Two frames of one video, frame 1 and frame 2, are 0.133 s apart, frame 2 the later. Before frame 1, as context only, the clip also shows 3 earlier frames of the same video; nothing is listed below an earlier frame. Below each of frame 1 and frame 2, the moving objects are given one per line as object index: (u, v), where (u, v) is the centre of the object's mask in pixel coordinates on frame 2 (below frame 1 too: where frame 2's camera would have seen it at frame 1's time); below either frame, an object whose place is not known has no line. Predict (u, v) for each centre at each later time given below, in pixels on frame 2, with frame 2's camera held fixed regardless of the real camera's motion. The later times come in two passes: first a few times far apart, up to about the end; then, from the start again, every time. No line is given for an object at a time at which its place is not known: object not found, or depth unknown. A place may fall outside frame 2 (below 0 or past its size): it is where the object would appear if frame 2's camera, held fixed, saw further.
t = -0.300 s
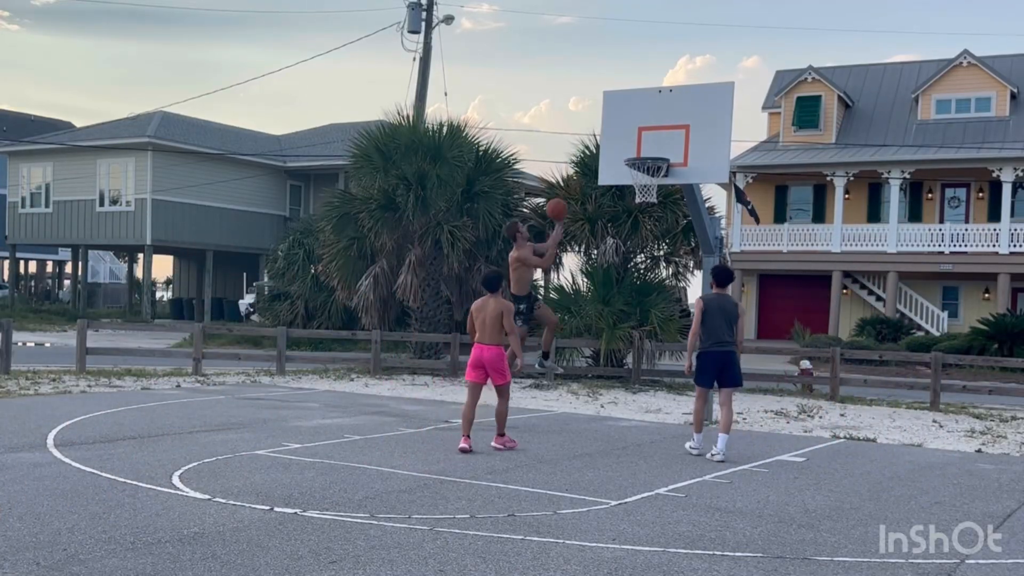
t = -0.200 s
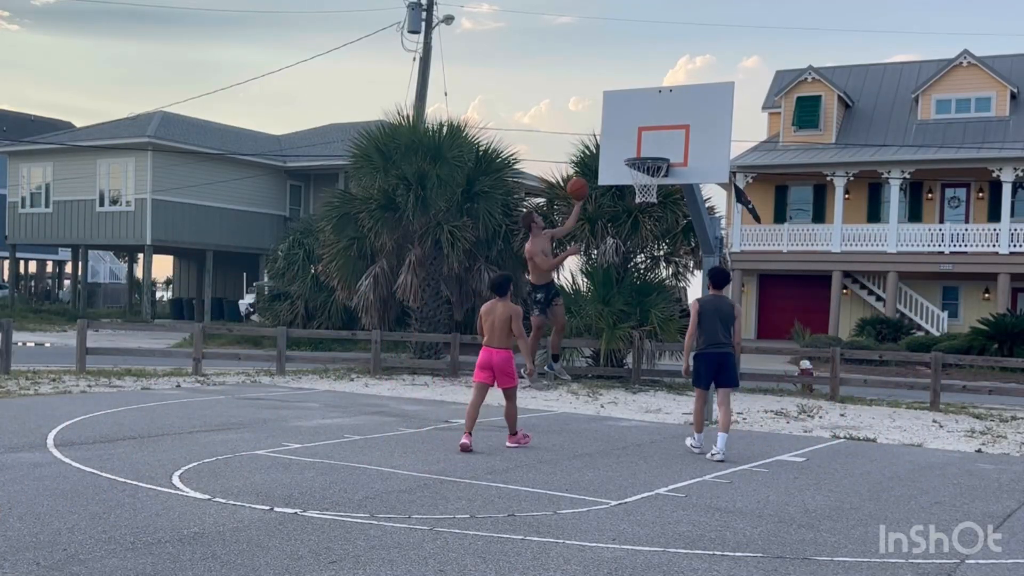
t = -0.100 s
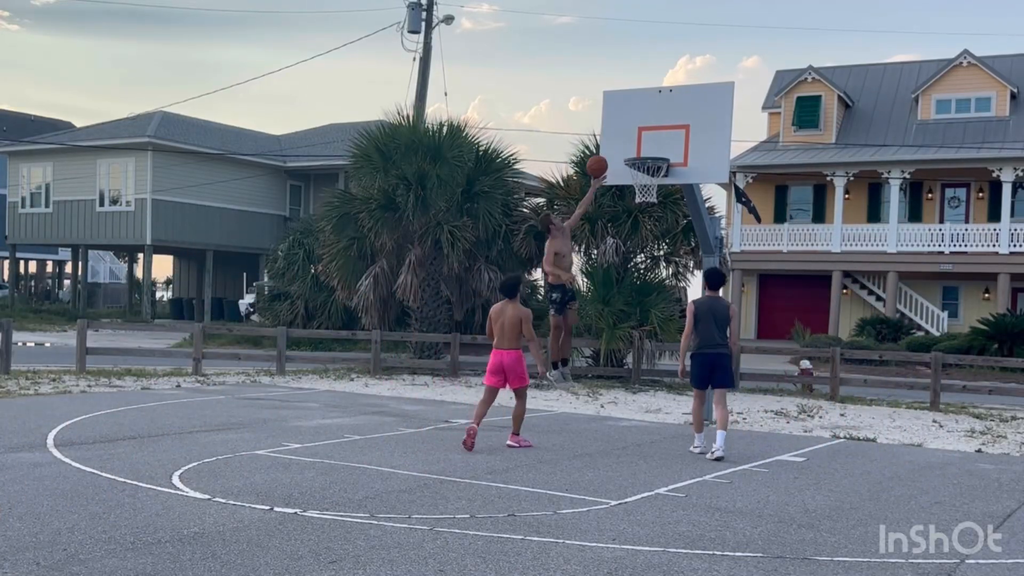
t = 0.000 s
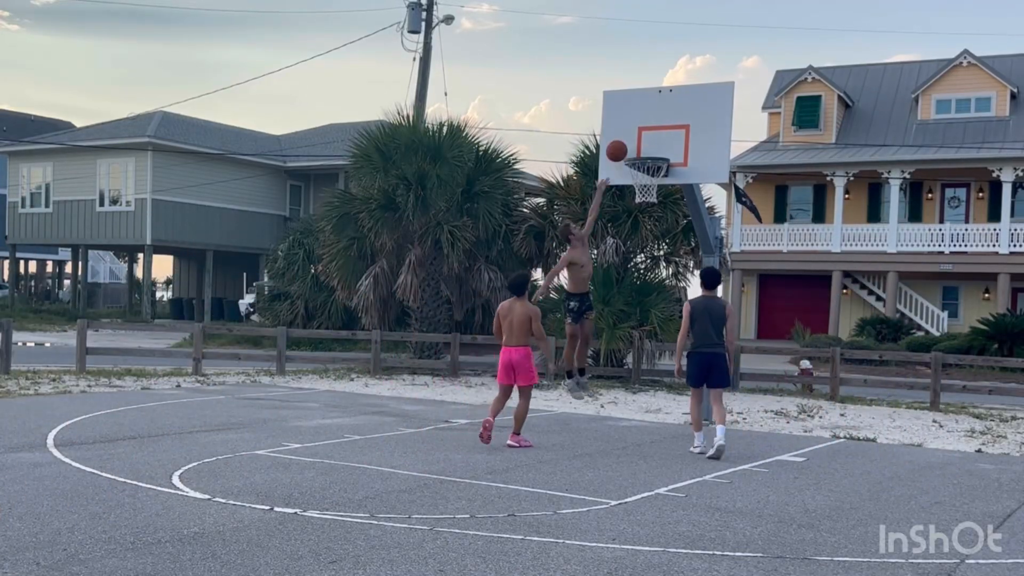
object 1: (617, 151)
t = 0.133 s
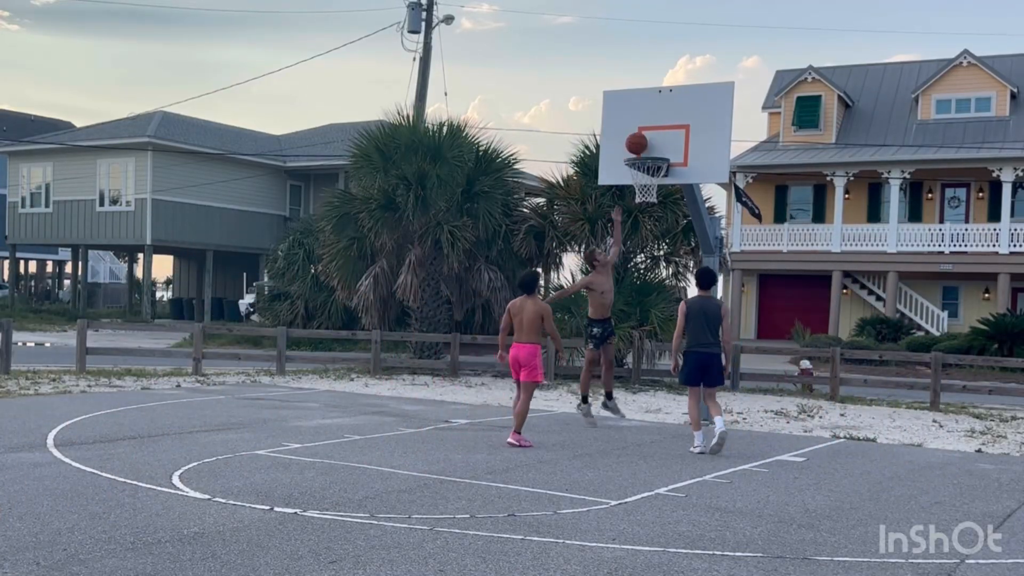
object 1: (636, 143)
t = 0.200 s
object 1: (639, 144)
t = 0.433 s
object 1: (645, 176)
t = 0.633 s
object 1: (646, 195)
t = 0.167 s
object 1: (637, 143)
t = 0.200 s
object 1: (639, 144)
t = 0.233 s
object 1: (639, 146)
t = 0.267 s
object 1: (640, 148)
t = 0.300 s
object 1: (641, 150)
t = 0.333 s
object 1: (642, 152)
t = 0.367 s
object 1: (644, 155)
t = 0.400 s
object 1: (644, 171)
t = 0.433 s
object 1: (645, 176)
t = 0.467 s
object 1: (644, 179)
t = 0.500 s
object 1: (644, 179)
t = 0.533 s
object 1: (646, 184)
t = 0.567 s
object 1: (645, 186)
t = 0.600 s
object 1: (646, 192)
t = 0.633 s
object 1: (646, 195)
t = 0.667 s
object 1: (646, 197)
